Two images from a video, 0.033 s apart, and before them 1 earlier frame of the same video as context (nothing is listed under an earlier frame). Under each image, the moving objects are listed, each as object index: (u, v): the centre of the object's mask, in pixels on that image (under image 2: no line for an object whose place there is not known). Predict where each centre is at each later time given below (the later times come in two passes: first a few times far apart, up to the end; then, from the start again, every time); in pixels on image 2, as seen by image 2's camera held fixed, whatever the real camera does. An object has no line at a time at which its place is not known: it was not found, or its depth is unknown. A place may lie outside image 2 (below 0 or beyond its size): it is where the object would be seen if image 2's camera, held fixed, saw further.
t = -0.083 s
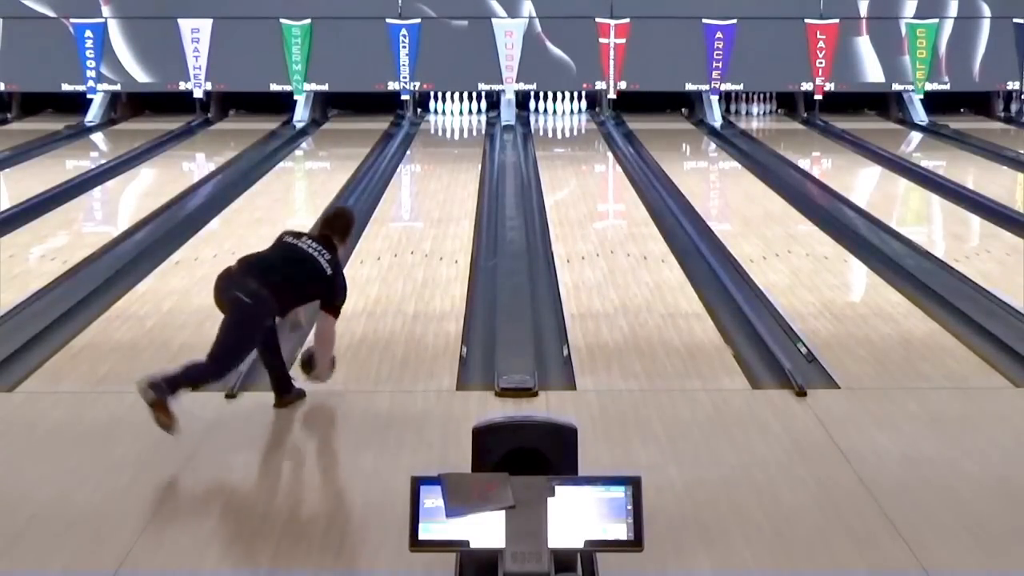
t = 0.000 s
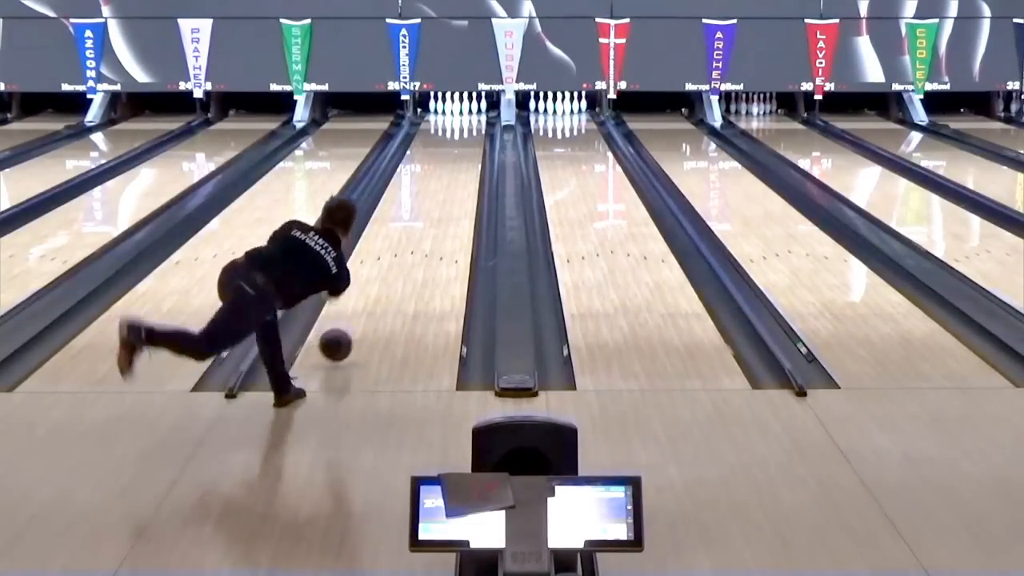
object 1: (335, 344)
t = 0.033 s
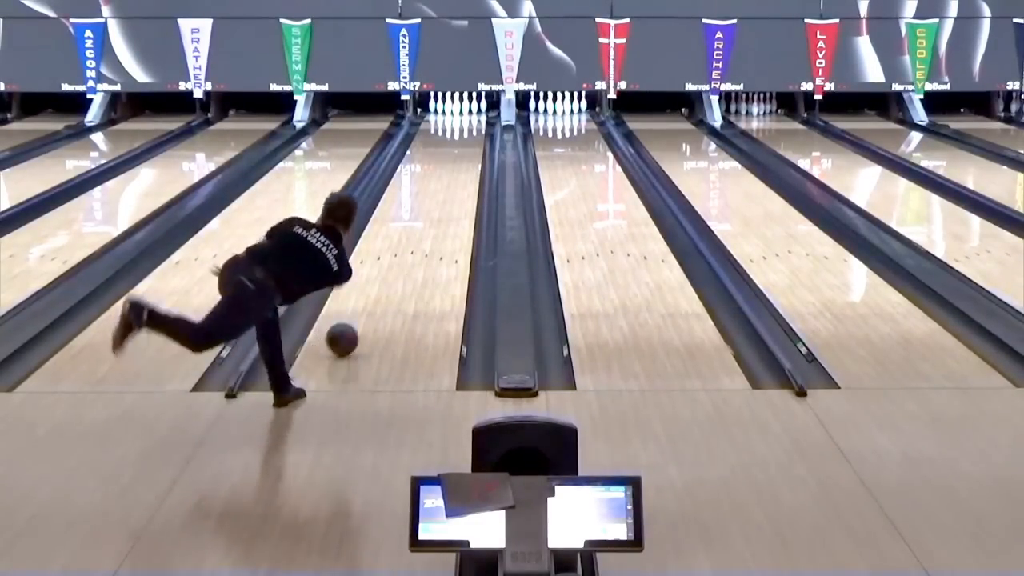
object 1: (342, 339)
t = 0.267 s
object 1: (380, 285)
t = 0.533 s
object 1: (411, 239)
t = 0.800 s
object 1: (434, 205)
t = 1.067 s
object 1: (451, 179)
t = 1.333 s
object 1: (463, 159)
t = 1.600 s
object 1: (472, 142)
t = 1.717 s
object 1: (474, 136)
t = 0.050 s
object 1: (345, 335)
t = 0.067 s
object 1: (348, 330)
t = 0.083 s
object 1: (351, 326)
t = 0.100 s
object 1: (354, 322)
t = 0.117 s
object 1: (357, 317)
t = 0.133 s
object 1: (360, 313)
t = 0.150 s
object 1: (363, 309)
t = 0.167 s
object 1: (365, 306)
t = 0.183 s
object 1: (368, 301)
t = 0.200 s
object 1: (370, 298)
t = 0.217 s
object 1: (373, 295)
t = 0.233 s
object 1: (375, 291)
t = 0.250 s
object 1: (378, 288)
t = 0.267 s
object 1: (380, 285)
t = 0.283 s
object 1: (382, 281)
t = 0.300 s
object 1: (384, 278)
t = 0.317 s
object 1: (387, 275)
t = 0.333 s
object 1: (389, 272)
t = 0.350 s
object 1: (391, 269)
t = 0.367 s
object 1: (393, 266)
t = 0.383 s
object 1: (395, 263)
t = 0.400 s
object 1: (397, 260)
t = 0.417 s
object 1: (399, 257)
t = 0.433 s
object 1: (401, 254)
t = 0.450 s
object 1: (402, 252)
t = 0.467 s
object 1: (404, 249)
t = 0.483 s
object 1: (406, 246)
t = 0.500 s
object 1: (408, 244)
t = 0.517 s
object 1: (409, 241)
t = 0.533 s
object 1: (411, 239)
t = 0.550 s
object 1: (413, 237)
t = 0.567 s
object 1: (414, 234)
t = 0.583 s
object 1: (416, 232)
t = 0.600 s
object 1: (417, 230)
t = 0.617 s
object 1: (419, 228)
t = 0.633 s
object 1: (420, 225)
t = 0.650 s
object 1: (422, 223)
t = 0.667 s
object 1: (423, 221)
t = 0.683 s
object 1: (425, 219)
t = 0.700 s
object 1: (426, 217)
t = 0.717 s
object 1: (427, 215)
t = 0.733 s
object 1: (429, 213)
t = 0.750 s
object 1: (430, 211)
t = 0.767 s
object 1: (431, 209)
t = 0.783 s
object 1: (432, 207)
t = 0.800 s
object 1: (434, 205)
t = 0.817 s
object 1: (435, 203)
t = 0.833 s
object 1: (436, 202)
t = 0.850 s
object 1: (437, 200)
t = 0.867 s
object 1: (438, 198)
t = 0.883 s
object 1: (440, 196)
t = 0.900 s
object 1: (440, 195)
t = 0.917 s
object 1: (442, 193)
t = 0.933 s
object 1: (443, 191)
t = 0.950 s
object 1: (444, 190)
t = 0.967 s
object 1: (445, 188)
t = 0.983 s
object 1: (446, 187)
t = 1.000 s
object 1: (447, 185)
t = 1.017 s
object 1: (448, 184)
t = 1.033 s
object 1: (449, 182)
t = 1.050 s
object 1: (450, 181)
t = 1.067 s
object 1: (451, 179)
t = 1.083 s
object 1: (452, 178)
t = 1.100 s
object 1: (452, 176)
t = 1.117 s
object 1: (453, 175)
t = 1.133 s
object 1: (454, 174)
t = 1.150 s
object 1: (455, 172)
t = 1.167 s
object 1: (456, 171)
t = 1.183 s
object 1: (457, 170)
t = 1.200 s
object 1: (457, 168)
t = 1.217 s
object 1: (458, 167)
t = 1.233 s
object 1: (459, 166)
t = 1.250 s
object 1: (459, 165)
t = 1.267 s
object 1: (460, 163)
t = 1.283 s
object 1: (461, 162)
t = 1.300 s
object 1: (462, 161)
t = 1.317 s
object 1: (463, 160)
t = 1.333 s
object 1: (463, 159)
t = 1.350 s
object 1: (464, 158)
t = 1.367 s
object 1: (465, 156)
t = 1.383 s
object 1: (465, 156)
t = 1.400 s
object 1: (466, 155)
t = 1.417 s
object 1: (466, 154)
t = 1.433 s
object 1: (467, 153)
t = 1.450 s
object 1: (468, 152)
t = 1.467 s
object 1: (468, 150)
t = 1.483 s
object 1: (469, 149)
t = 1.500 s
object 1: (469, 148)
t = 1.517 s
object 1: (470, 148)
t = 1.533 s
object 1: (470, 147)
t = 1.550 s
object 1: (470, 145)
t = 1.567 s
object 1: (471, 144)
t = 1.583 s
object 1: (471, 143)
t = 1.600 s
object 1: (472, 142)
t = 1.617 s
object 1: (472, 141)
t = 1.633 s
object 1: (472, 141)
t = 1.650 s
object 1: (472, 140)
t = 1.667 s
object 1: (473, 139)
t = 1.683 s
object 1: (473, 138)
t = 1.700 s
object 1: (473, 137)
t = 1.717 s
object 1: (474, 136)
